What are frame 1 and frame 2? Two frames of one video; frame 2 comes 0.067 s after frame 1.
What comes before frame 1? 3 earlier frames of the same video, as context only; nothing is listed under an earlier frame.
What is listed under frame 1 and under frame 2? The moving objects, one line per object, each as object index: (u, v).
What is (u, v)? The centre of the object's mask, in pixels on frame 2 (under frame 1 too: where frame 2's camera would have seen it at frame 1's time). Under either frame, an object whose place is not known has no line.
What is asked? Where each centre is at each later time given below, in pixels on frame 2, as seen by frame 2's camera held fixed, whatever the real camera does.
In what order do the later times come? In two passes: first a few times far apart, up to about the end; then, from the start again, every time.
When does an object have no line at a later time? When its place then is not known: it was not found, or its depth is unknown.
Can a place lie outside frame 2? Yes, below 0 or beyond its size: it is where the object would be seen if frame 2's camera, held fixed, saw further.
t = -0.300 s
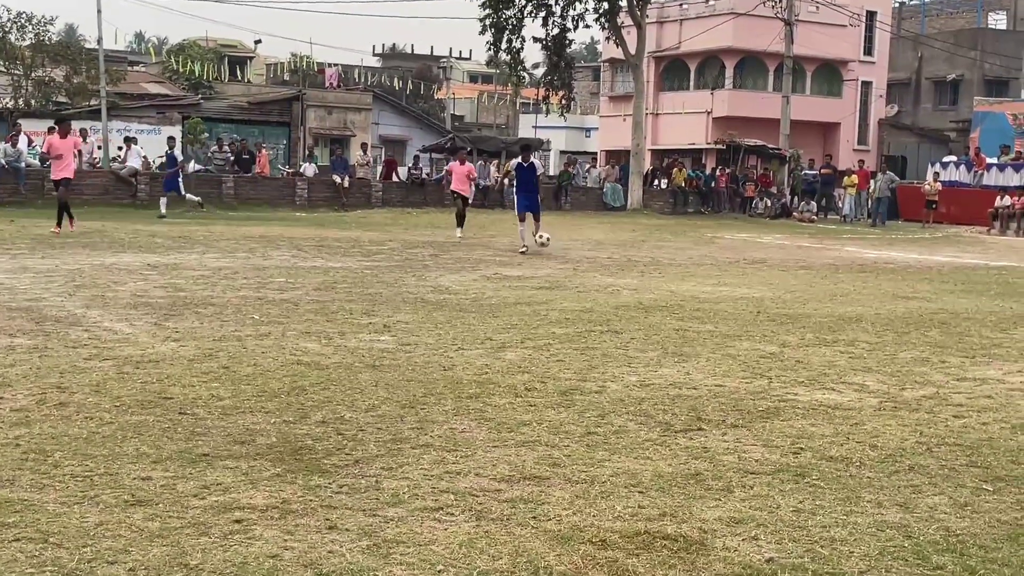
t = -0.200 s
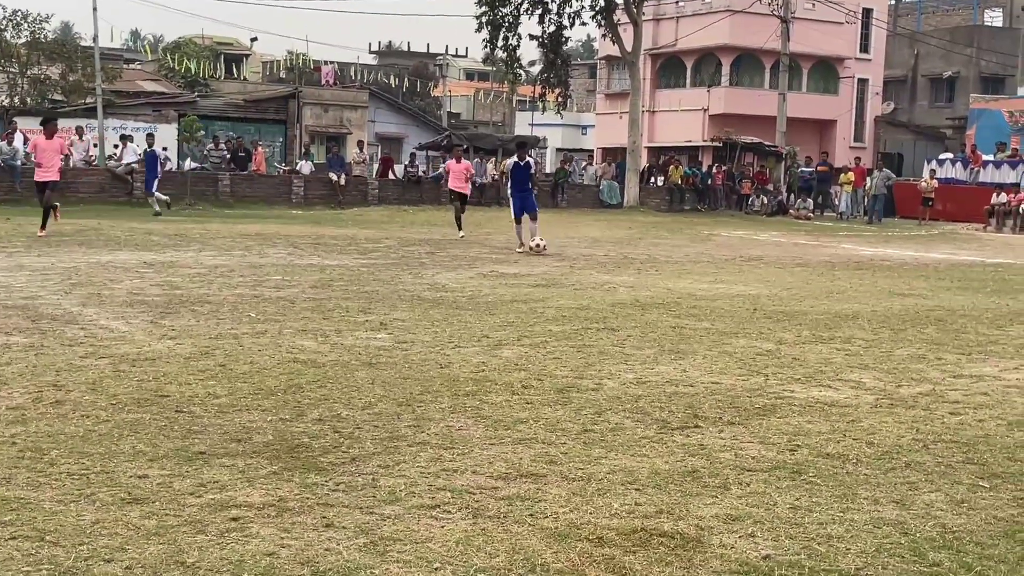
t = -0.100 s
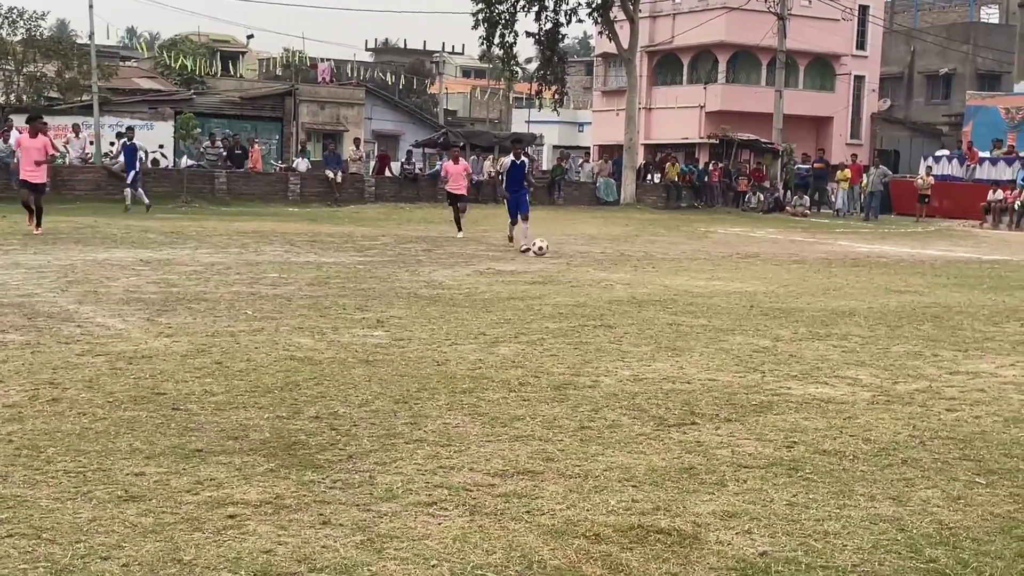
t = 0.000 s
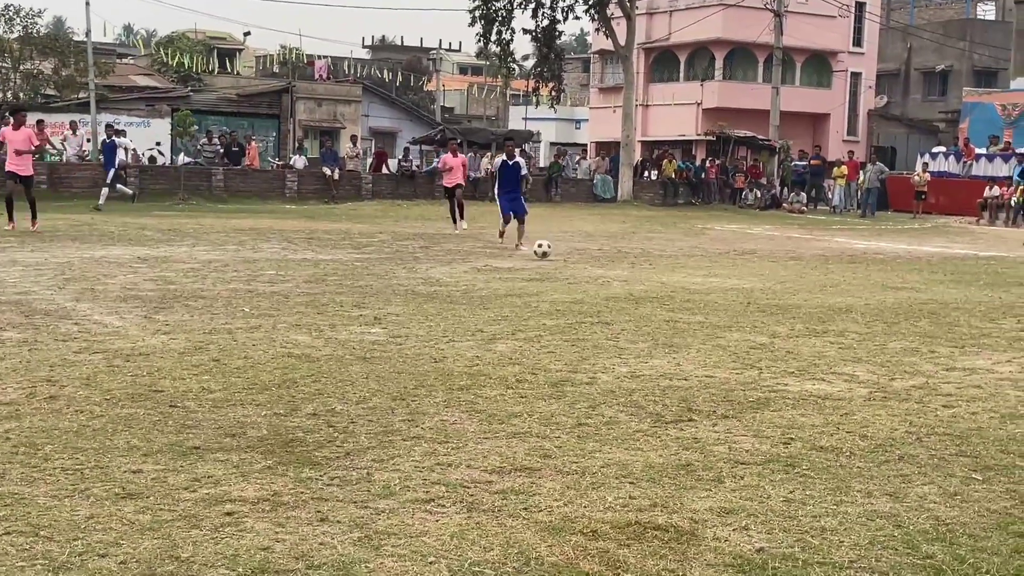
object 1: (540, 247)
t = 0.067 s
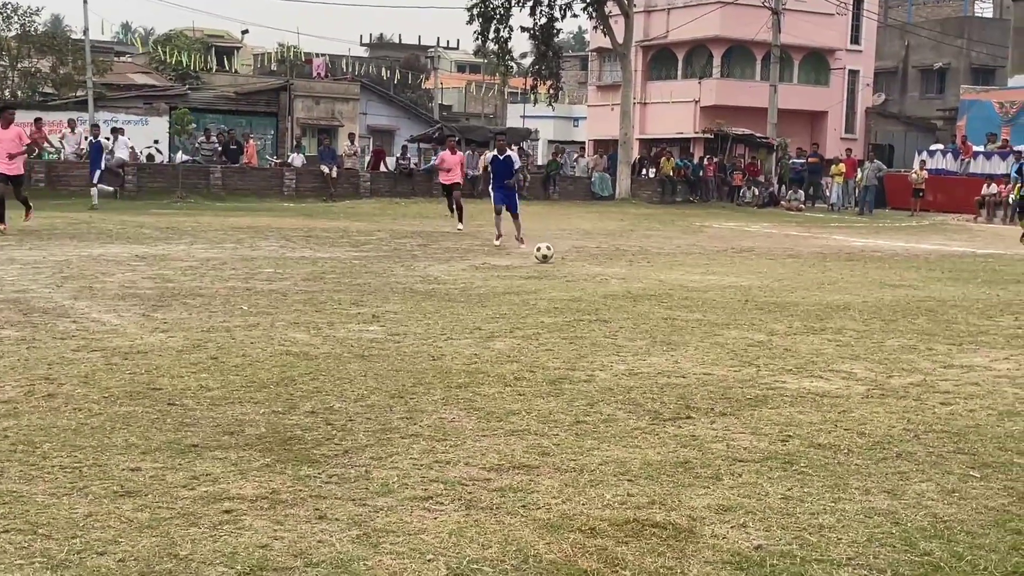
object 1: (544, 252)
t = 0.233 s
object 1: (549, 260)
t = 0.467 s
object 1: (551, 239)
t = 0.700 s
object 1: (550, 281)
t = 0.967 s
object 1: (549, 260)
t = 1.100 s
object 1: (548, 274)
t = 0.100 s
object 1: (545, 253)
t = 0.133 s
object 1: (546, 255)
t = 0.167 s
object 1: (547, 257)
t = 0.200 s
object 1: (549, 261)
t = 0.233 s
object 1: (549, 260)
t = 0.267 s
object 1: (550, 254)
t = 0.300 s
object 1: (550, 249)
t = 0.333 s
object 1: (551, 245)
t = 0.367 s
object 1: (551, 243)
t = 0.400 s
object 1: (551, 240)
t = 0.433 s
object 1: (551, 239)
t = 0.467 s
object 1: (551, 239)
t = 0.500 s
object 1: (551, 240)
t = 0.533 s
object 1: (551, 243)
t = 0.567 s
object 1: (551, 247)
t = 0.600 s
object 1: (551, 253)
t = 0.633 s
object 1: (551, 260)
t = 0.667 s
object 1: (551, 269)
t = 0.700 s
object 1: (550, 281)
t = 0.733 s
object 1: (550, 293)
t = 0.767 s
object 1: (550, 289)
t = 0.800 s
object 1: (550, 281)
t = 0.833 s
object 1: (550, 274)
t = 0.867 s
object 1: (550, 268)
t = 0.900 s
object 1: (550, 264)
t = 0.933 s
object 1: (550, 261)
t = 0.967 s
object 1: (549, 260)
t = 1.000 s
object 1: (549, 260)
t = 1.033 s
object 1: (549, 263)
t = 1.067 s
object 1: (548, 267)
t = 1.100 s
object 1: (548, 274)
